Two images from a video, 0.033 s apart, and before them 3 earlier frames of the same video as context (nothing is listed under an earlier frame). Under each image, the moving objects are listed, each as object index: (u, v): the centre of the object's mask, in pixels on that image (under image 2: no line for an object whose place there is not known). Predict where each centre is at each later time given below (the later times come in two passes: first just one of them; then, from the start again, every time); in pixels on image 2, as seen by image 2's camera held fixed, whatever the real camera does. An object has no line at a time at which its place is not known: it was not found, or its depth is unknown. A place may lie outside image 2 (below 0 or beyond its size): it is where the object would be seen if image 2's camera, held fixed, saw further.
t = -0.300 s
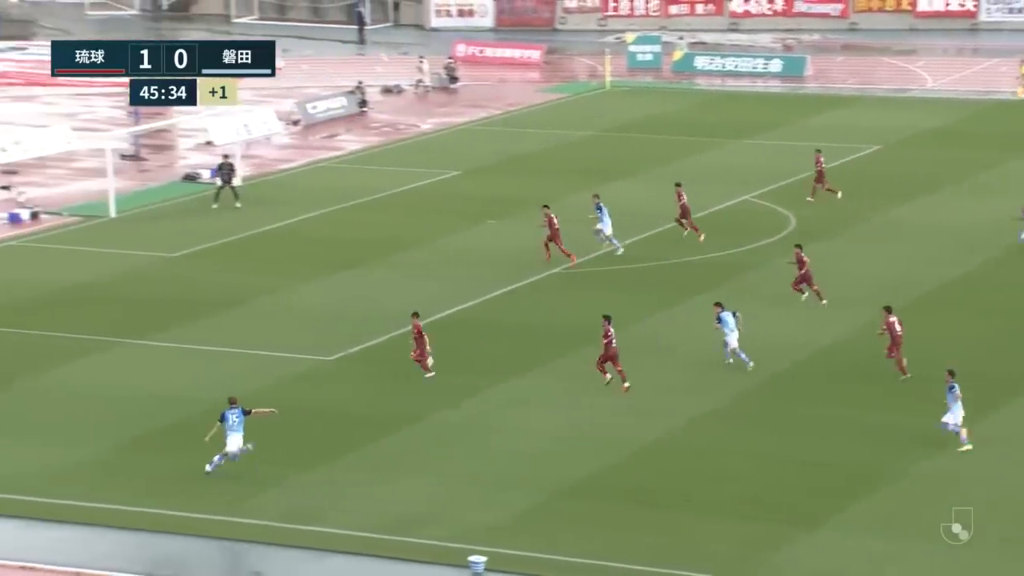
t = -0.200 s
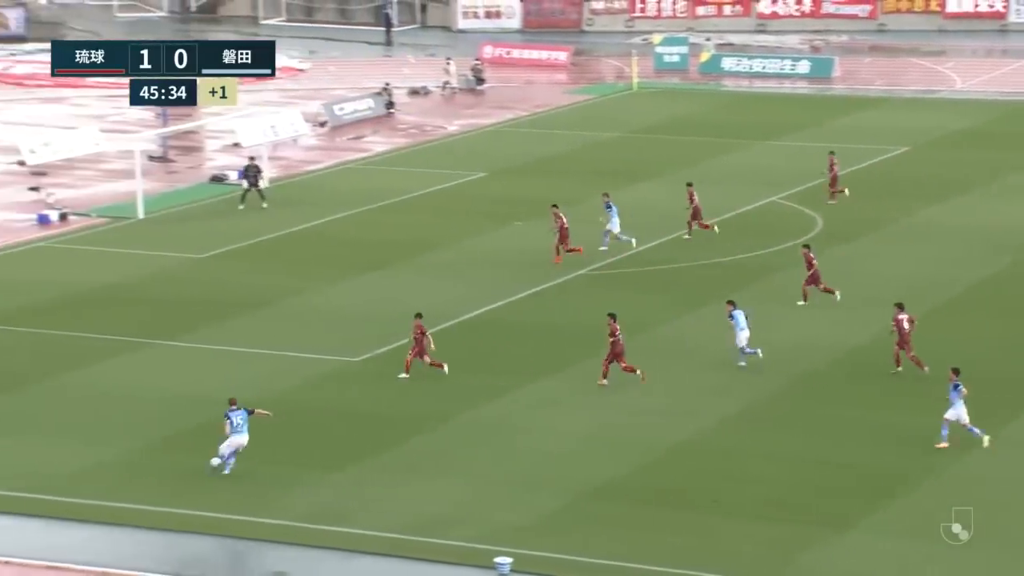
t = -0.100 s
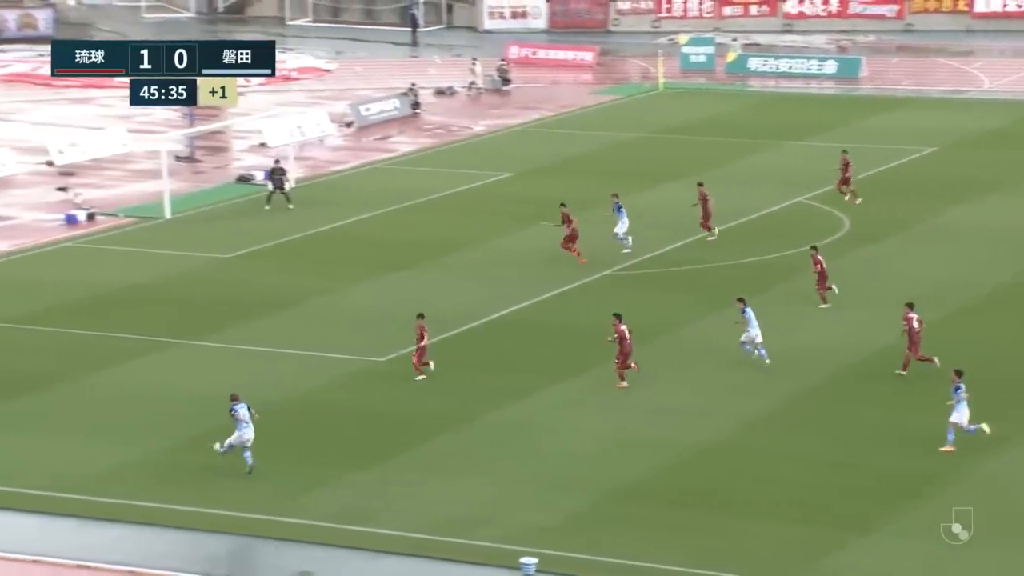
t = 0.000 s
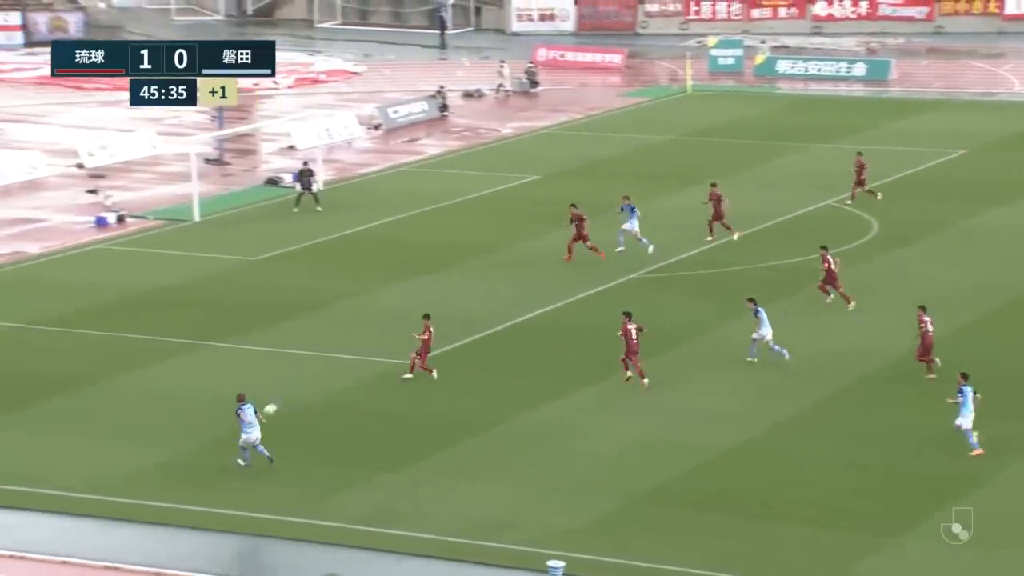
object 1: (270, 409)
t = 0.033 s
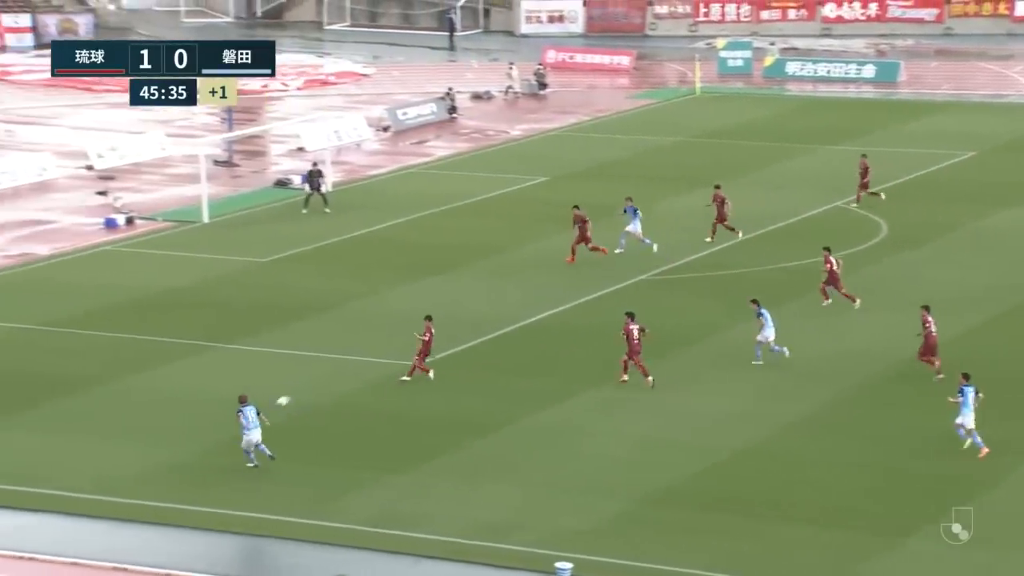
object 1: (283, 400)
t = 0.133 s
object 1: (300, 378)
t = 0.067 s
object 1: (289, 392)
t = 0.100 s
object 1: (295, 384)
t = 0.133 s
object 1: (300, 378)
